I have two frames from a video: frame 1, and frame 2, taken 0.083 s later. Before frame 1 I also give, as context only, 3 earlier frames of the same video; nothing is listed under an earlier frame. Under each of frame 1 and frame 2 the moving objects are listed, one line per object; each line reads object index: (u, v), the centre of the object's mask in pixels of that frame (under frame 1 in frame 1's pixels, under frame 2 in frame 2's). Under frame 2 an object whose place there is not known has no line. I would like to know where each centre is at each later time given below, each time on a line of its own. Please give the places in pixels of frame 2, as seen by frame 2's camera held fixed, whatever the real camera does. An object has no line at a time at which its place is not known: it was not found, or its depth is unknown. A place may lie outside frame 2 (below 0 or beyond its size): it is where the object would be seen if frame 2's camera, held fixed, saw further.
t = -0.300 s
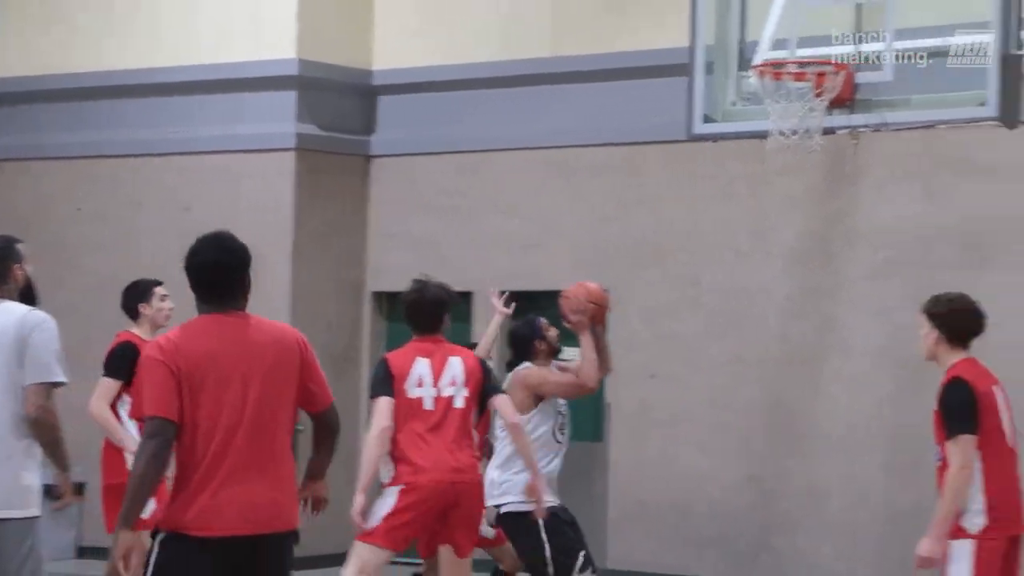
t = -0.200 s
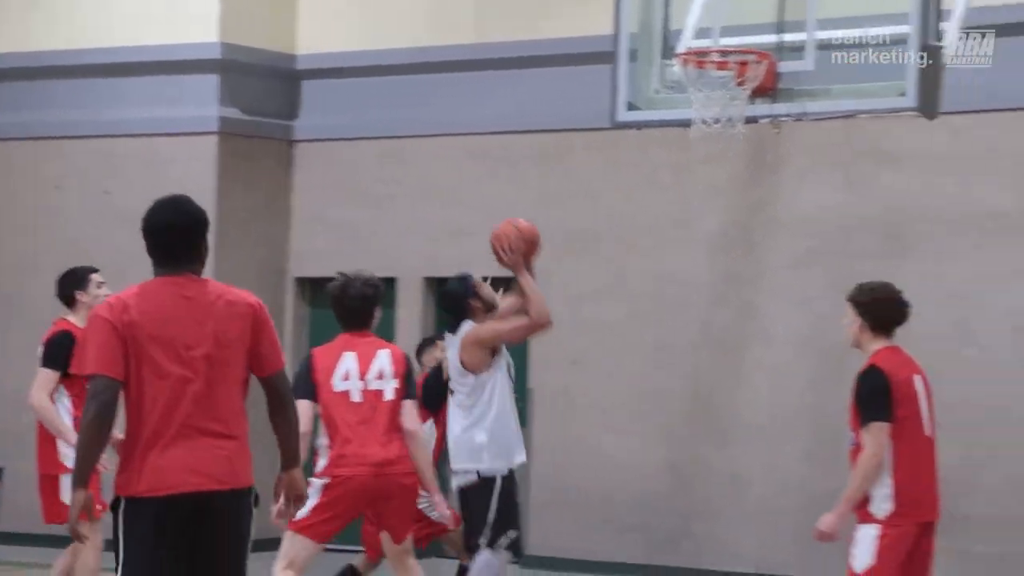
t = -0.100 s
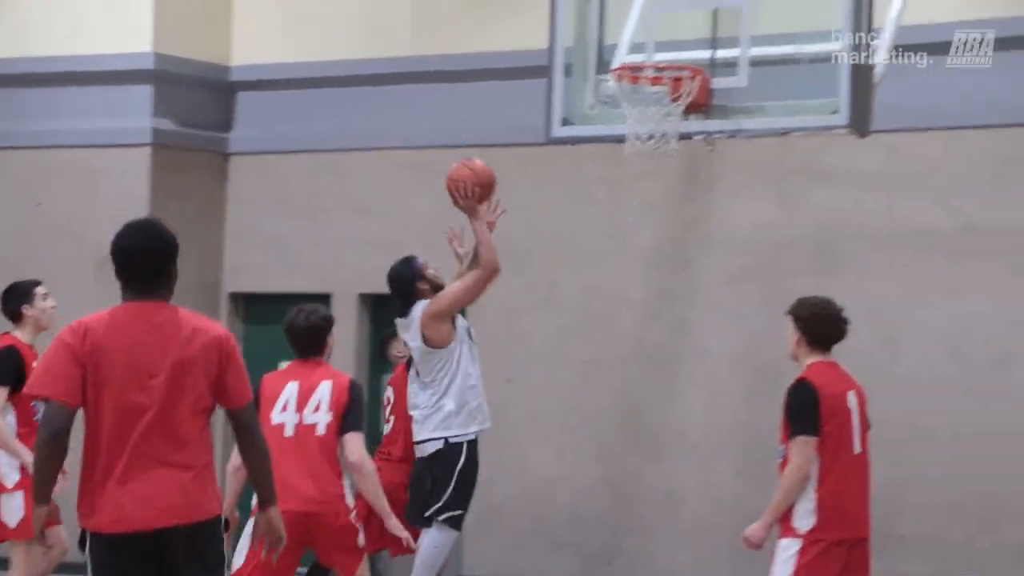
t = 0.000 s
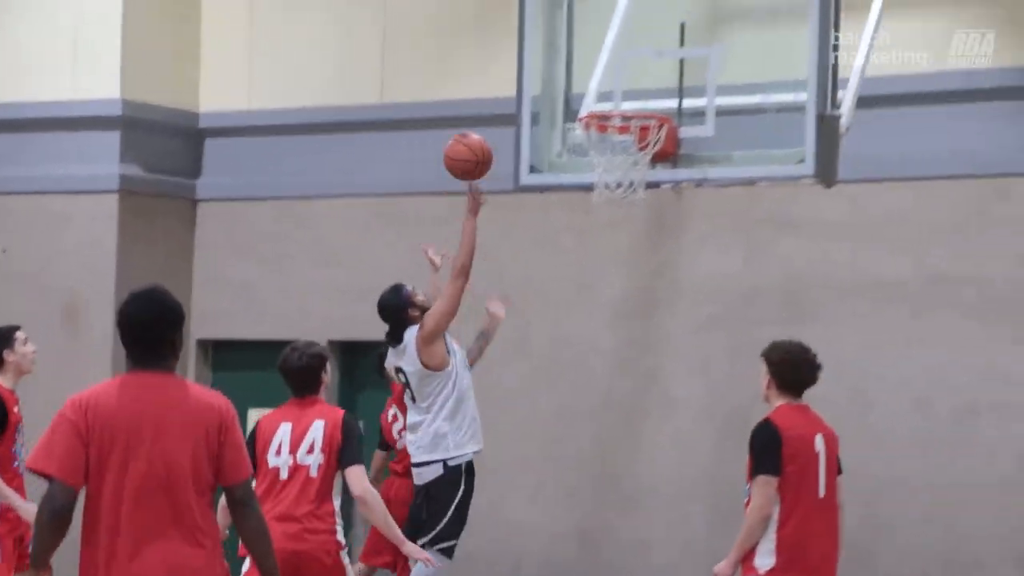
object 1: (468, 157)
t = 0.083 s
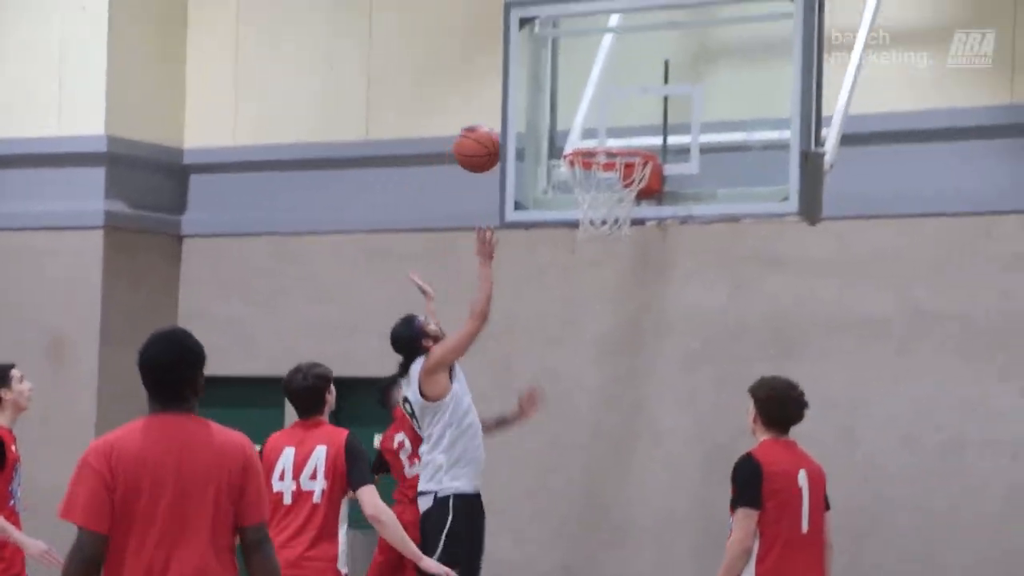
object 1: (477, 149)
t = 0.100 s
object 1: (482, 141)
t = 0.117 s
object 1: (486, 135)
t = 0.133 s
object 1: (491, 128)
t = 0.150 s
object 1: (497, 122)
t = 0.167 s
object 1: (501, 117)
